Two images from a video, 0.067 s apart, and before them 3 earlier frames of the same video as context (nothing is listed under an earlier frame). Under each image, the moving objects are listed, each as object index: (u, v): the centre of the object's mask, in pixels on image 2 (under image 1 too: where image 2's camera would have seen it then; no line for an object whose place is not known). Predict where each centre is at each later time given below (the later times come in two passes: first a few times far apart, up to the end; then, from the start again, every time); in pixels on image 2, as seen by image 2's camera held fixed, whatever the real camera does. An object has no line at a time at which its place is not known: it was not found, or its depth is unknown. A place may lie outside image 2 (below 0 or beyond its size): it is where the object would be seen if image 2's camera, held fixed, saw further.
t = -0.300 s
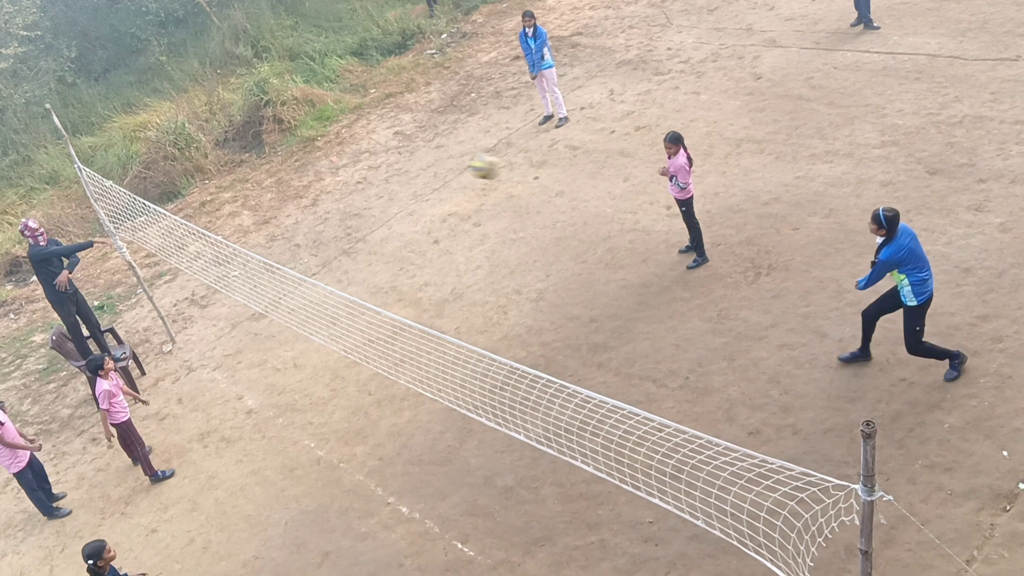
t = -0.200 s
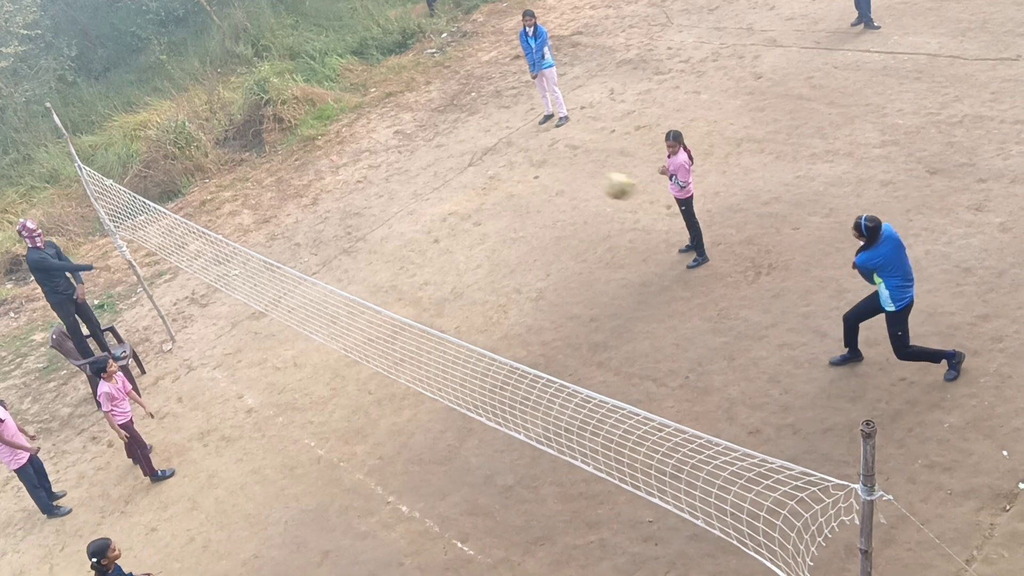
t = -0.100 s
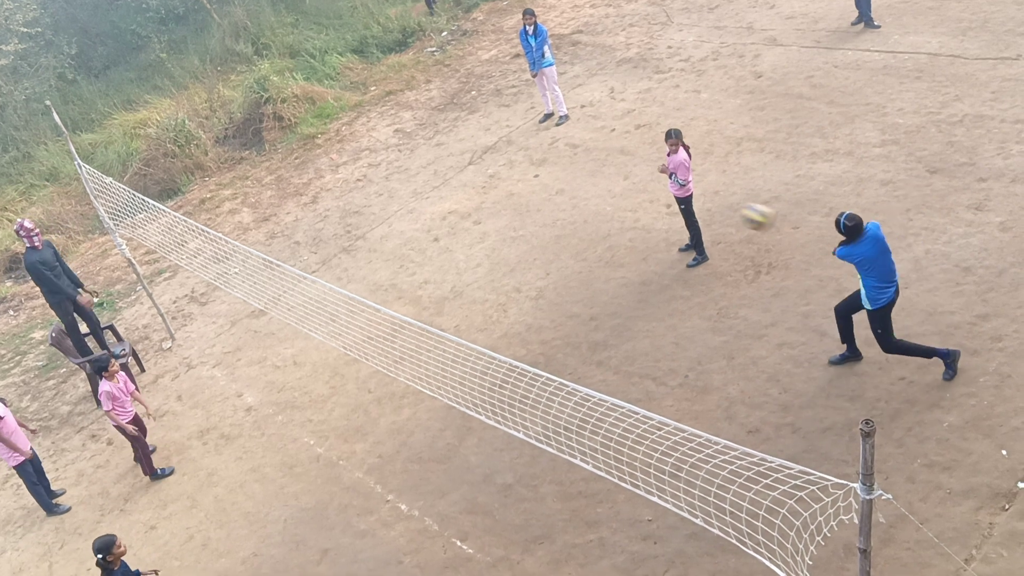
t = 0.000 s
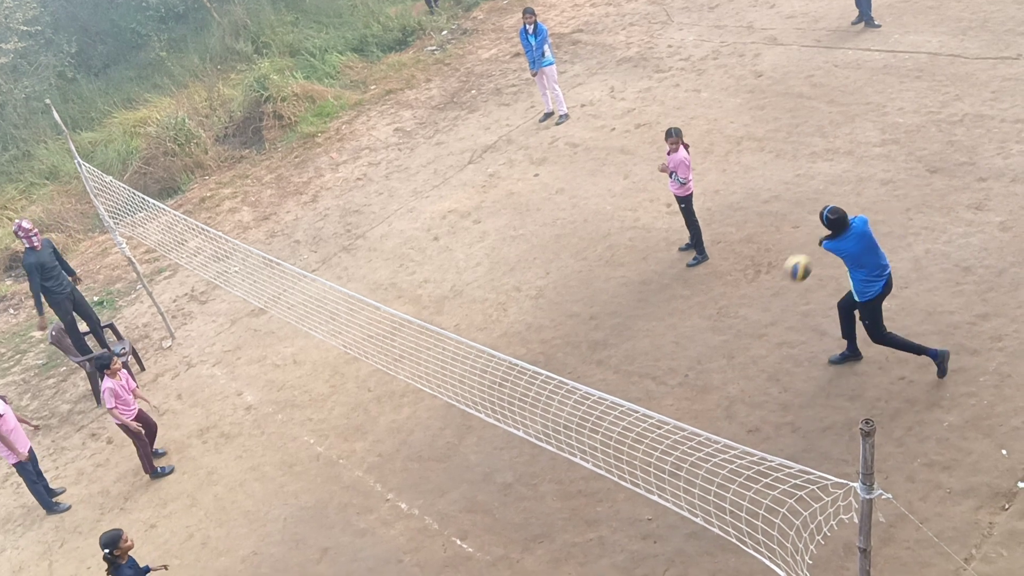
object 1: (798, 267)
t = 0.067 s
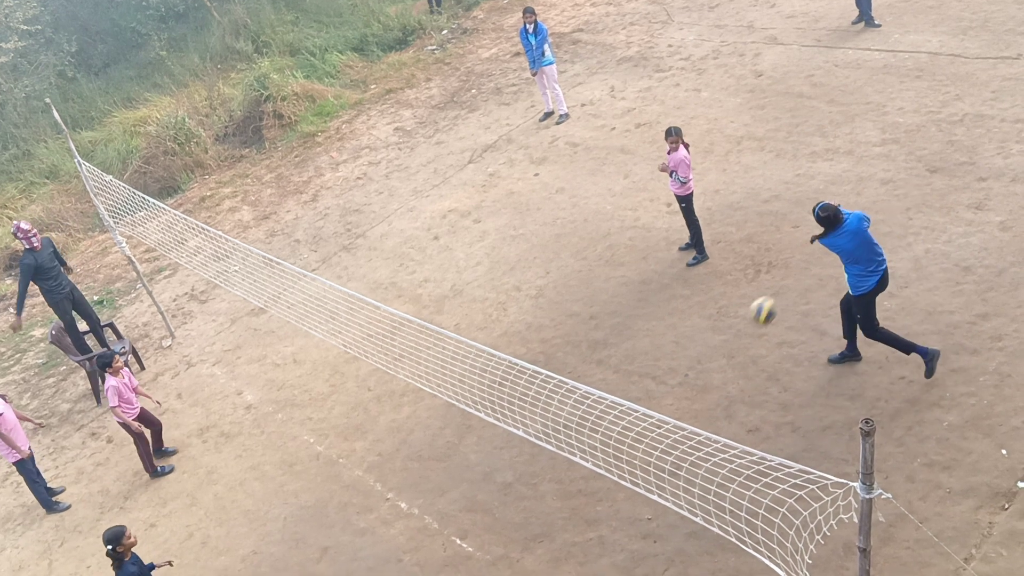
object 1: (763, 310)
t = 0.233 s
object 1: (674, 369)
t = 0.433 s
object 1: (560, 376)
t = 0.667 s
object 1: (445, 439)
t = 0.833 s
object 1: (367, 489)
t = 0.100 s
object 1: (745, 334)
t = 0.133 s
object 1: (729, 360)
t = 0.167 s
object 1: (712, 375)
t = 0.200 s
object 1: (692, 372)
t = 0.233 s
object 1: (674, 369)
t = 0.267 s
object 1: (653, 368)
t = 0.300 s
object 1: (633, 367)
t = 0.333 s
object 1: (614, 369)
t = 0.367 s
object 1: (596, 371)
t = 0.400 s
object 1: (577, 373)
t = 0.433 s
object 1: (560, 376)
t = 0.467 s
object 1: (541, 383)
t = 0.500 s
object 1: (524, 390)
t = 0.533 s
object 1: (507, 399)
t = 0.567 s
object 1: (492, 406)
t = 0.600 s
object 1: (475, 416)
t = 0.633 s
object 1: (459, 427)
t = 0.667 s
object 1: (445, 439)
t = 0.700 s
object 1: (430, 452)
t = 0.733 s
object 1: (416, 465)
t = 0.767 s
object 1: (403, 480)
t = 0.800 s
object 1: (387, 487)
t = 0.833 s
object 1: (367, 489)
